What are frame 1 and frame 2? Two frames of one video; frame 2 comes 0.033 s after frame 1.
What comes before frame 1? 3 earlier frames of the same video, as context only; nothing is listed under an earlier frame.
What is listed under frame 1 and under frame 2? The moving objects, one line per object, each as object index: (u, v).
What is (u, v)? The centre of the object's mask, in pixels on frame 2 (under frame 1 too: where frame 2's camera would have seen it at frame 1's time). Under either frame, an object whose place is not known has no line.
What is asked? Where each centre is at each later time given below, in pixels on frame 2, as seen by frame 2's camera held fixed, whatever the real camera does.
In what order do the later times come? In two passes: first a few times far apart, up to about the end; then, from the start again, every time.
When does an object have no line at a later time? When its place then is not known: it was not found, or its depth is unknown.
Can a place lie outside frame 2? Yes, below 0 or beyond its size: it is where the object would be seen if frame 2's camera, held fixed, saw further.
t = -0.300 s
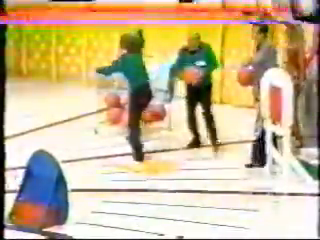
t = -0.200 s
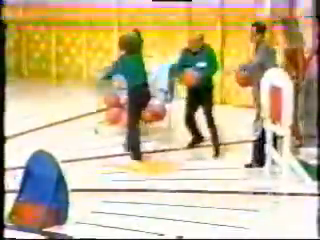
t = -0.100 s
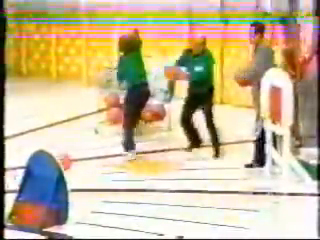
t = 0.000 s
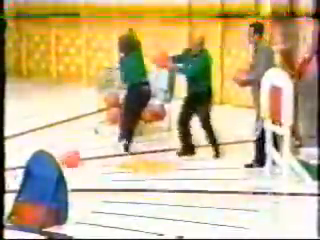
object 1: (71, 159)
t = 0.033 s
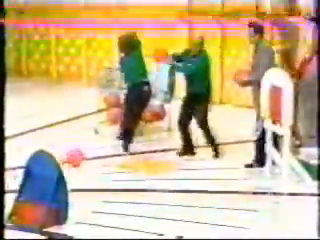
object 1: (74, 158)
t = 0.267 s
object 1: (94, 152)
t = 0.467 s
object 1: (112, 146)
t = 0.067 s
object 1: (77, 157)
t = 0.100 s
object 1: (80, 157)
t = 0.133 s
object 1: (84, 155)
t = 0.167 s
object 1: (86, 154)
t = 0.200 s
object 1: (89, 153)
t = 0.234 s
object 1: (93, 152)
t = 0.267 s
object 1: (94, 152)
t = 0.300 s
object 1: (97, 150)
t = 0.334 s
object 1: (101, 149)
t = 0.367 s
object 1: (102, 149)
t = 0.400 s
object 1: (106, 148)
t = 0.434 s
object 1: (109, 147)
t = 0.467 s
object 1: (112, 146)
